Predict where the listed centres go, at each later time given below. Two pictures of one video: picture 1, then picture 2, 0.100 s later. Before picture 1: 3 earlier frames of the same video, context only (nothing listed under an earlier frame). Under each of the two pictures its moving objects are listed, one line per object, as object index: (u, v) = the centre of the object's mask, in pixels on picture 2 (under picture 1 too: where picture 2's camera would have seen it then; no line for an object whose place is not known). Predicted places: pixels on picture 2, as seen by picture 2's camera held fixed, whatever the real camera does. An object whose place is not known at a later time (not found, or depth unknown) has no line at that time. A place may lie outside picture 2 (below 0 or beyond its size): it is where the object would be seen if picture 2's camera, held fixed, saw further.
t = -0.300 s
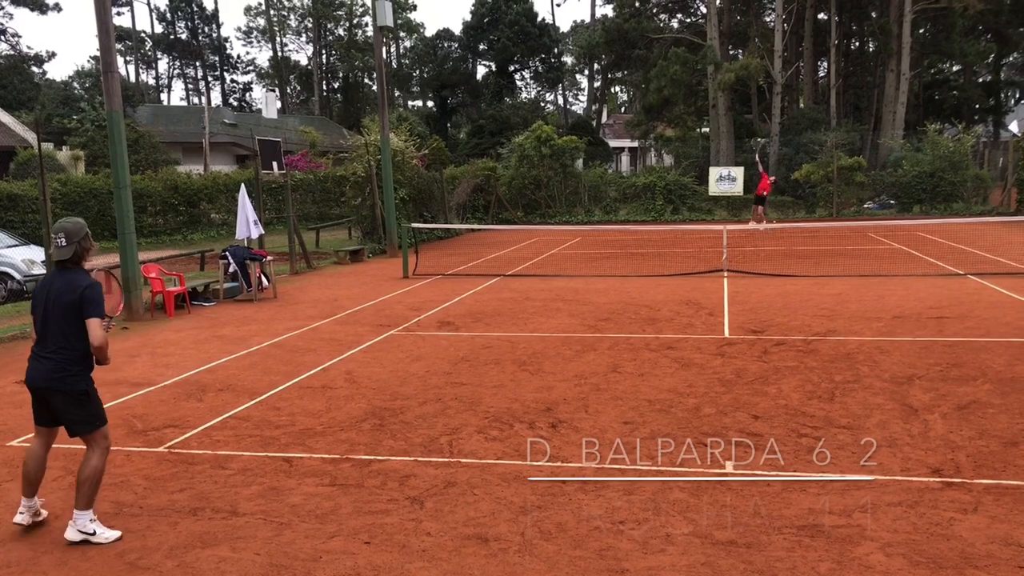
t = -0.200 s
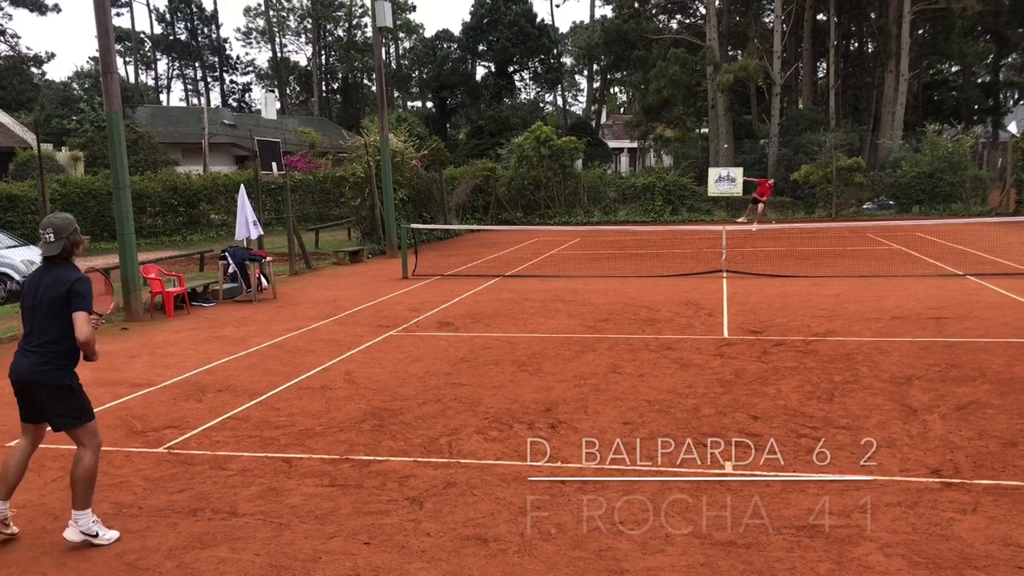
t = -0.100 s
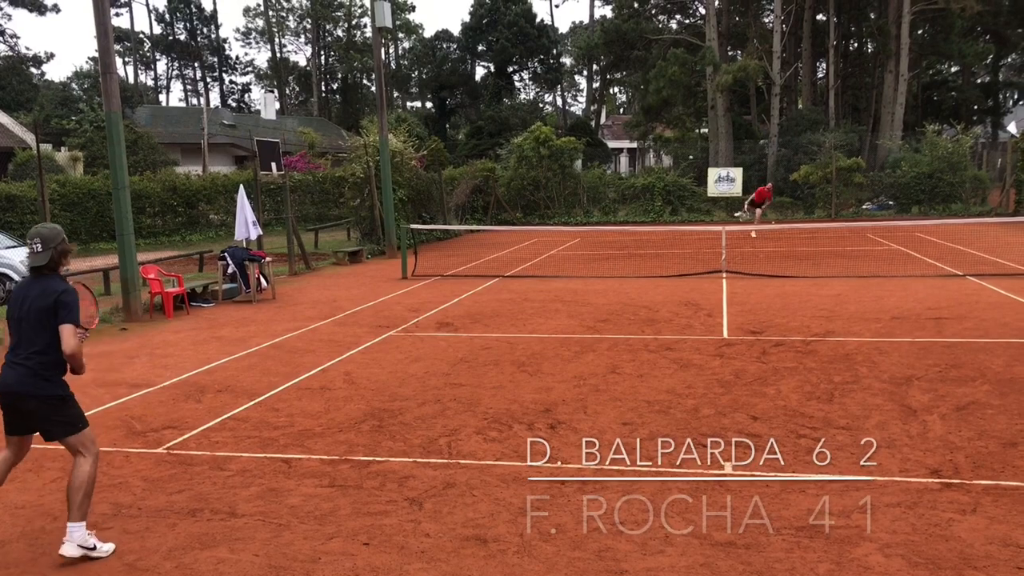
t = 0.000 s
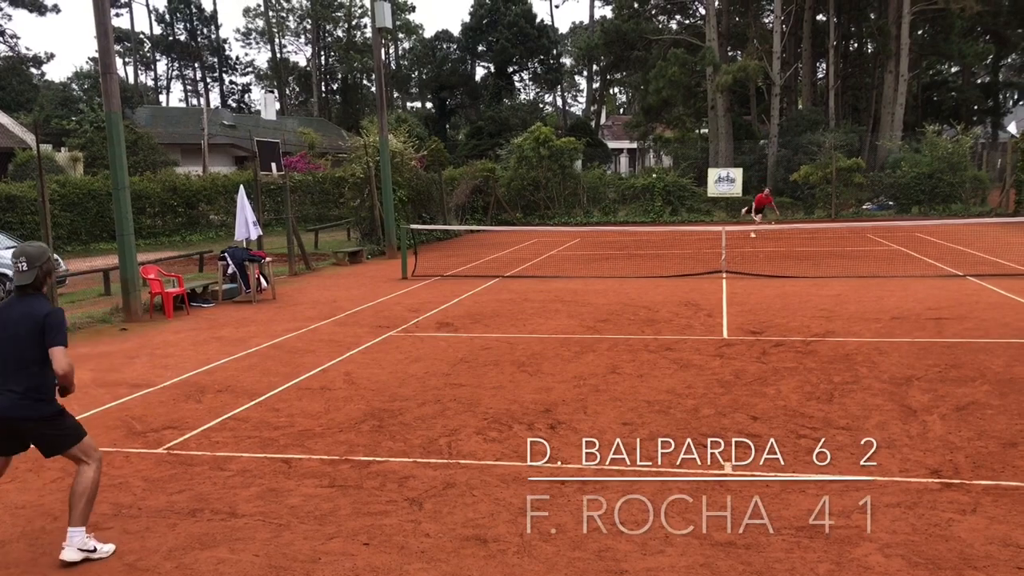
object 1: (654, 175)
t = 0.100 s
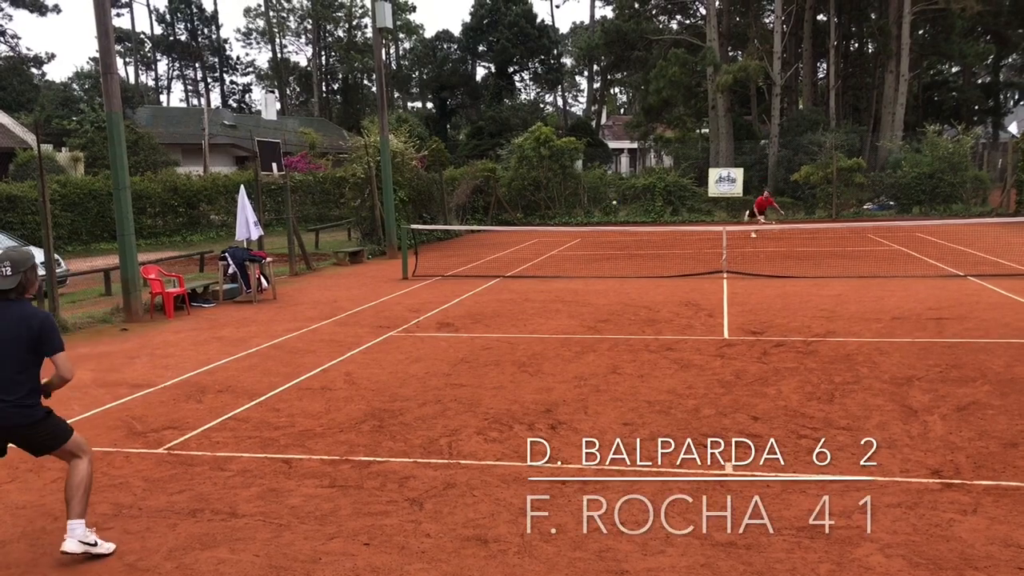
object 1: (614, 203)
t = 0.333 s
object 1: (498, 321)
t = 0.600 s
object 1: (340, 338)
